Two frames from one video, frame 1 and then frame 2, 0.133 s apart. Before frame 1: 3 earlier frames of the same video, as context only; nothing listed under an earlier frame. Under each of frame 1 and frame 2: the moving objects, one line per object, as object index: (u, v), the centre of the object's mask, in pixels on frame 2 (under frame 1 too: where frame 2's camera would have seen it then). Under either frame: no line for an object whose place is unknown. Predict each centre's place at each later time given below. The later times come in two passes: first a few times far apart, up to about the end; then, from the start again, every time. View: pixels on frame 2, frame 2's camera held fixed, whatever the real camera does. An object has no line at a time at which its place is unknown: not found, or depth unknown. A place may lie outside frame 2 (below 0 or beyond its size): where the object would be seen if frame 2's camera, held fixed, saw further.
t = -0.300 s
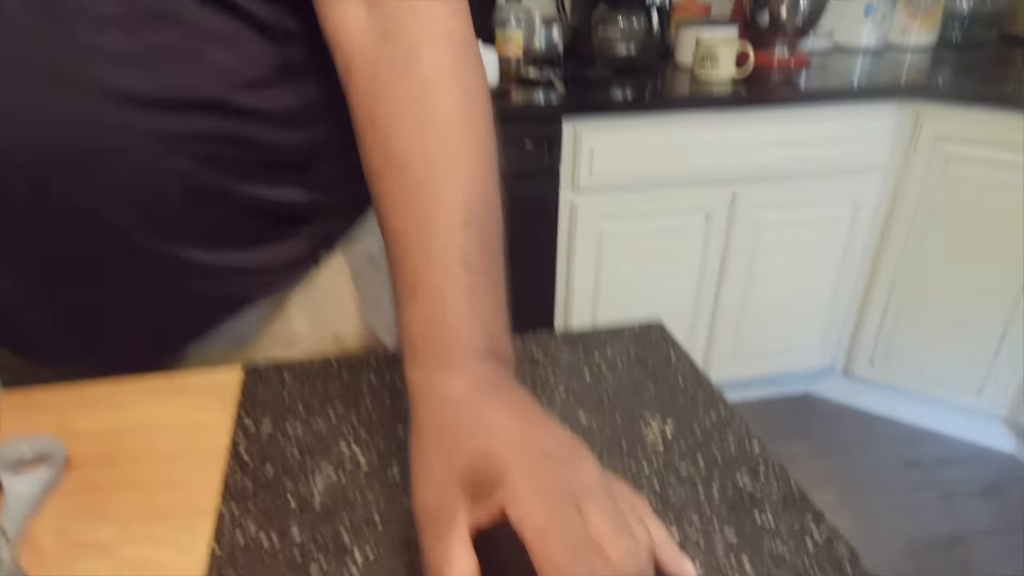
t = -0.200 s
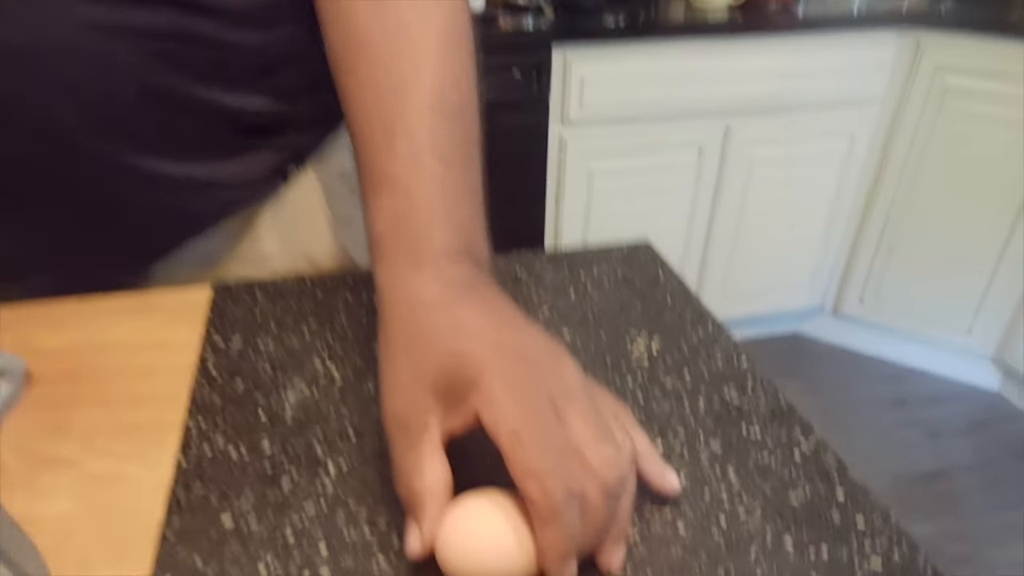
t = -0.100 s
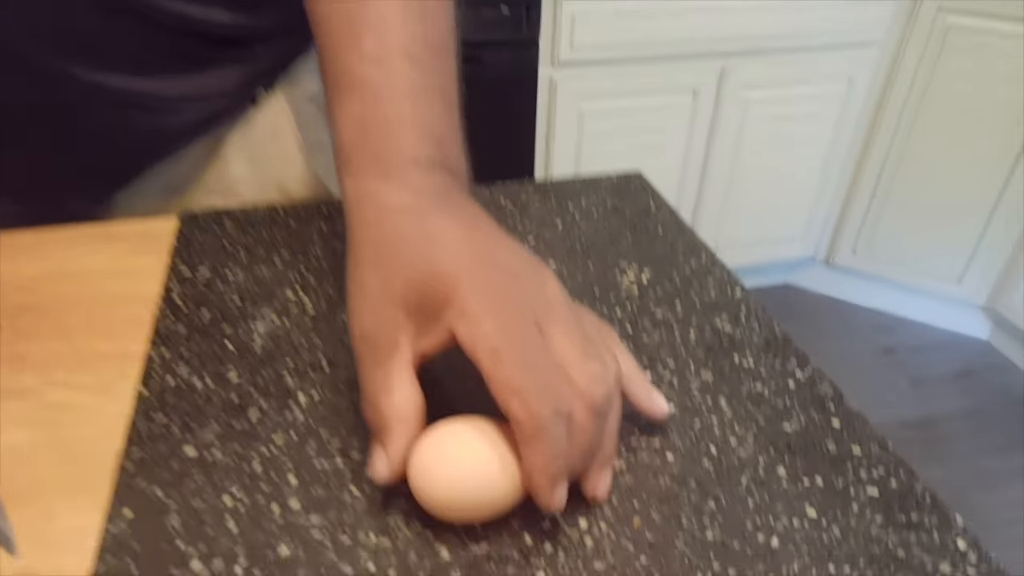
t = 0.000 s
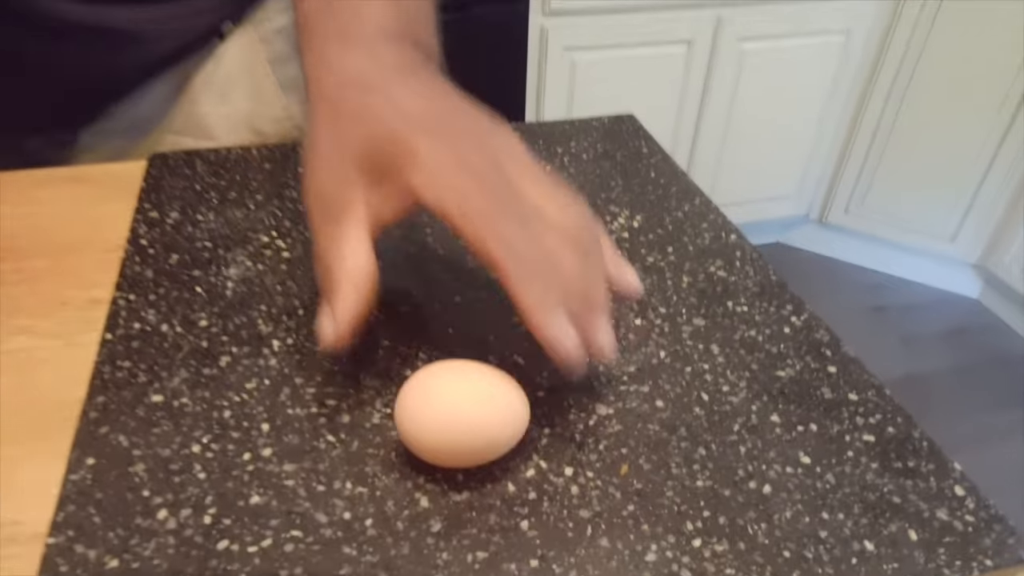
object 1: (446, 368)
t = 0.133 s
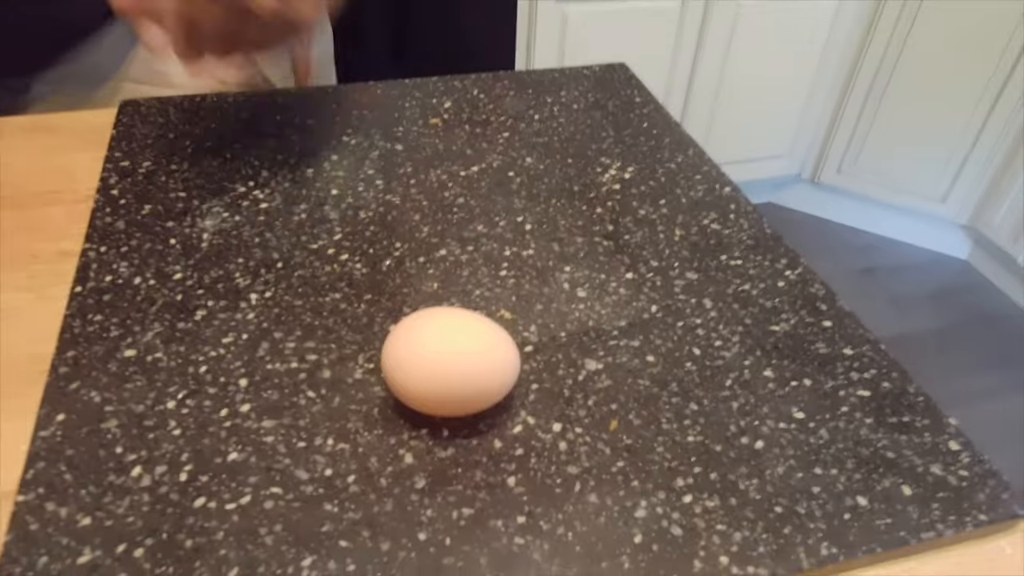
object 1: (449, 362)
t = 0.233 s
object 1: (440, 357)
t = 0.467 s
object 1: (450, 355)
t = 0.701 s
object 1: (450, 347)
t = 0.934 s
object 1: (444, 353)
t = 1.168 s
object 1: (446, 352)
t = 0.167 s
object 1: (446, 360)
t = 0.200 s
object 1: (443, 358)
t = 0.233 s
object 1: (440, 357)
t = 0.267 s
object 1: (438, 357)
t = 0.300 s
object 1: (439, 356)
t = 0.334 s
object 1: (440, 356)
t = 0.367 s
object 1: (443, 356)
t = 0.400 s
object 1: (447, 355)
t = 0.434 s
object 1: (449, 355)
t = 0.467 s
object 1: (450, 355)
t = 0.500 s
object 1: (451, 354)
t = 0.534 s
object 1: (452, 352)
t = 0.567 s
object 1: (453, 351)
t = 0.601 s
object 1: (454, 348)
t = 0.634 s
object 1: (454, 347)
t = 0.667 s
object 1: (452, 346)
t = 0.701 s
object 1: (450, 347)
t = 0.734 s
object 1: (447, 347)
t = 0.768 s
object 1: (446, 348)
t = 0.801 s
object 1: (446, 349)
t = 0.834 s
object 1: (446, 350)
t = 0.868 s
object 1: (447, 351)
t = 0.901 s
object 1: (446, 352)
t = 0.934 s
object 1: (444, 353)
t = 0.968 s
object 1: (443, 354)
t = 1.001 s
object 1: (442, 355)
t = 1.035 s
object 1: (442, 355)
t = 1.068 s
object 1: (443, 355)
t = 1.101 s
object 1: (444, 354)
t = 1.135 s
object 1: (445, 353)
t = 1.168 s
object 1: (446, 352)
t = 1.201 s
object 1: (447, 351)
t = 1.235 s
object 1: (448, 350)
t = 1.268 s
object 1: (449, 350)
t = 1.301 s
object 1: (451, 349)
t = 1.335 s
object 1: (453, 349)
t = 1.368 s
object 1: (454, 349)
